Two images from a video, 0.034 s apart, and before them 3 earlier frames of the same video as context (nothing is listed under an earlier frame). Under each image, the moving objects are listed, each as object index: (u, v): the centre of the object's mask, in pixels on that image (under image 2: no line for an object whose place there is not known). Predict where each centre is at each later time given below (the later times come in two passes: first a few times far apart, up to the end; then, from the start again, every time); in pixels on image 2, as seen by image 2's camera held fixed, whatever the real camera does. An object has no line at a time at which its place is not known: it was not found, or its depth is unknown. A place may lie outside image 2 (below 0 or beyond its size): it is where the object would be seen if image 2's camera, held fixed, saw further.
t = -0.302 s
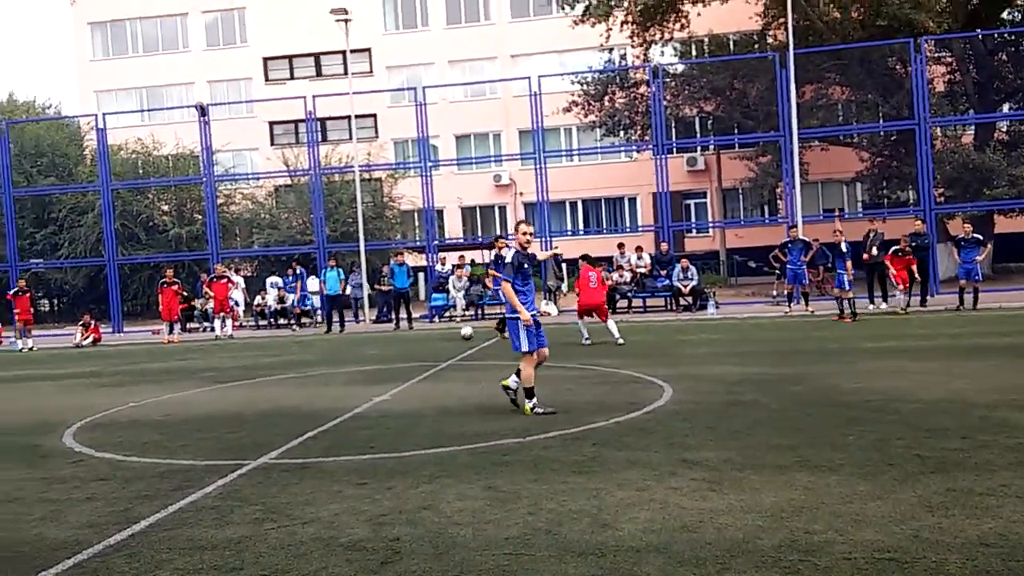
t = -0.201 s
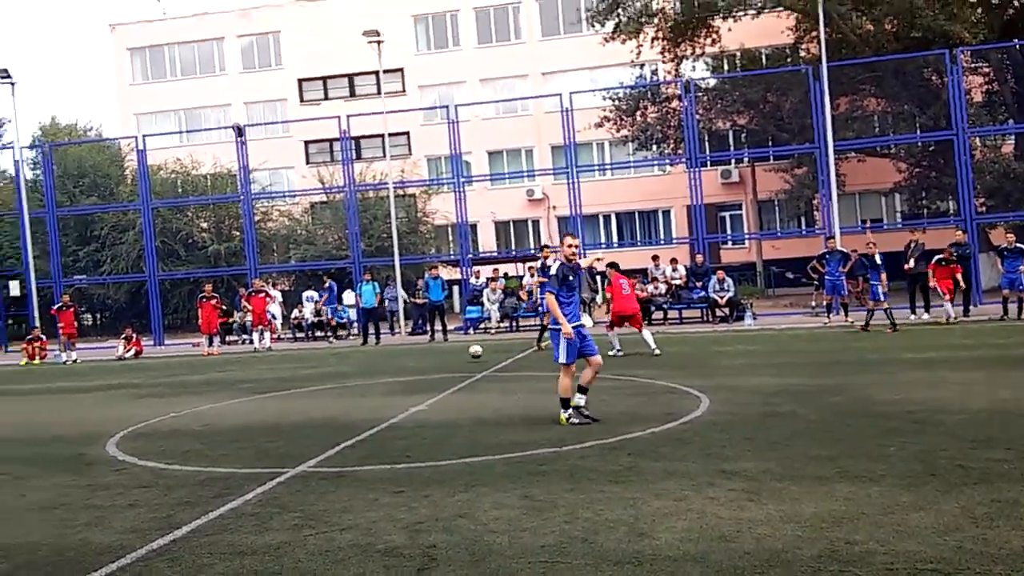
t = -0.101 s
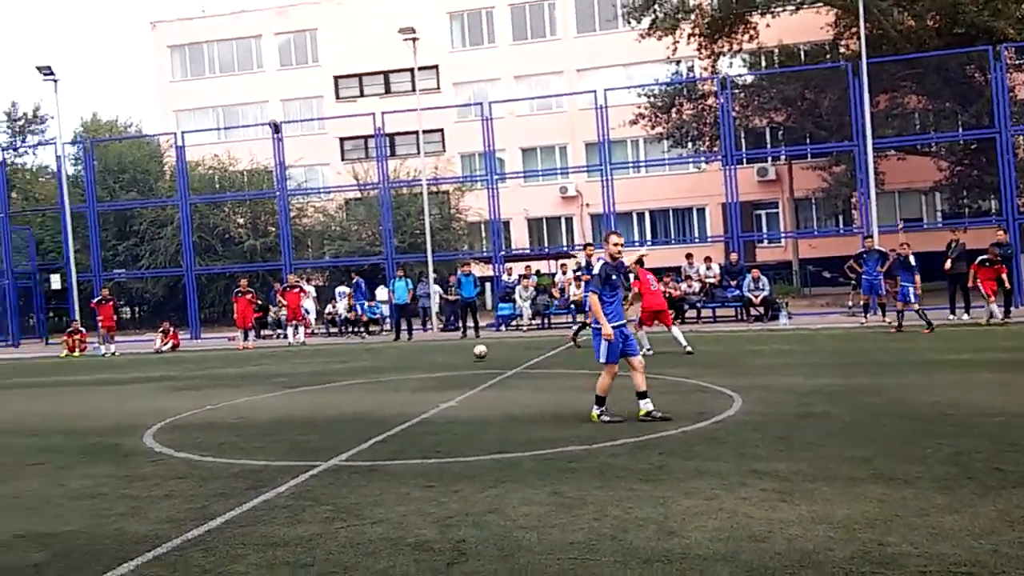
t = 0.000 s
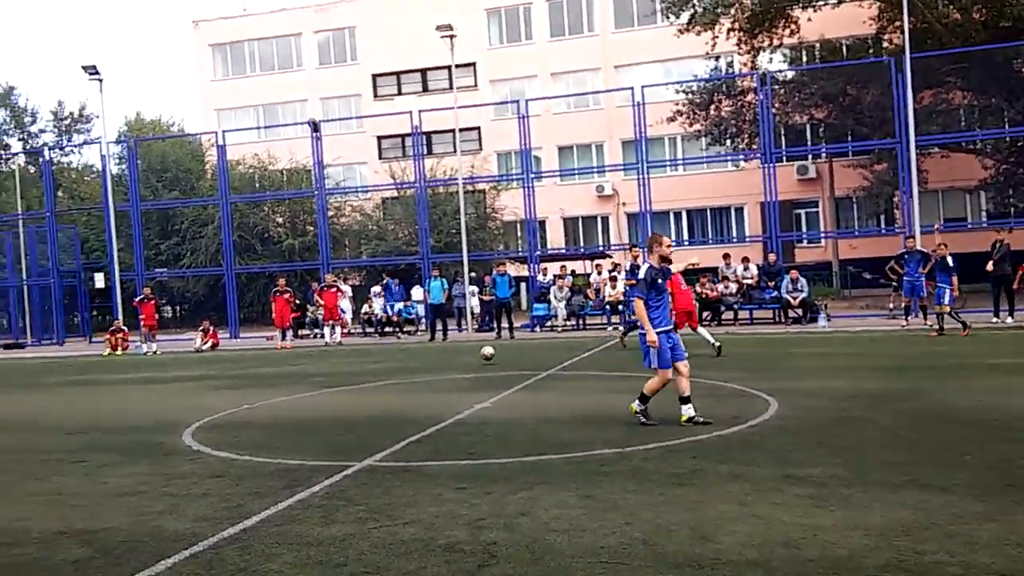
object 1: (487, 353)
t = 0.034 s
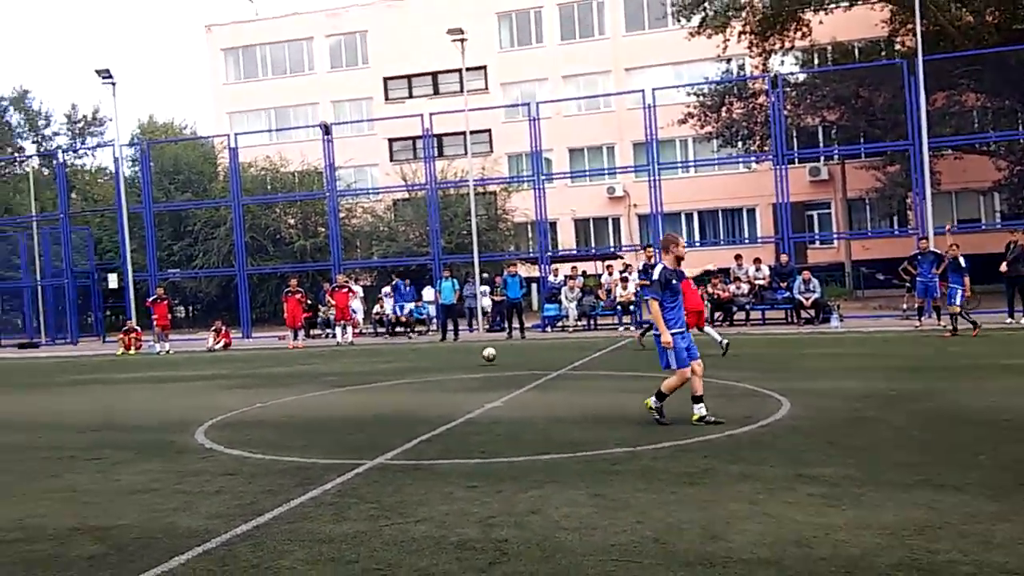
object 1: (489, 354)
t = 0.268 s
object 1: (425, 362)
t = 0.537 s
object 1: (350, 367)
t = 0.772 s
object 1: (285, 374)
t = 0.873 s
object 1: (258, 377)
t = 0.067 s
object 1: (480, 356)
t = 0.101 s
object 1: (471, 359)
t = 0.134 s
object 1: (463, 359)
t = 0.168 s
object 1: (453, 358)
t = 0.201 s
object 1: (444, 359)
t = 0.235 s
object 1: (434, 359)
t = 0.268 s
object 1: (425, 362)
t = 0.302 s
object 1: (416, 363)
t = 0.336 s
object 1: (407, 364)
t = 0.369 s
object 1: (398, 363)
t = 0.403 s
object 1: (388, 365)
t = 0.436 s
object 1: (379, 366)
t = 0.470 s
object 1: (369, 367)
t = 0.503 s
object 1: (360, 367)
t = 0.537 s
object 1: (350, 367)
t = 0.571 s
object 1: (341, 369)
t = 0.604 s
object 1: (332, 370)
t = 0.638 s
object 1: (323, 370)
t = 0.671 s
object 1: (314, 371)
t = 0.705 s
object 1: (305, 372)
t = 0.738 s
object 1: (296, 373)
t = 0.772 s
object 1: (285, 374)
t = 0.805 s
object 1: (276, 375)
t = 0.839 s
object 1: (267, 376)
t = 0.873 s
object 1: (258, 377)
